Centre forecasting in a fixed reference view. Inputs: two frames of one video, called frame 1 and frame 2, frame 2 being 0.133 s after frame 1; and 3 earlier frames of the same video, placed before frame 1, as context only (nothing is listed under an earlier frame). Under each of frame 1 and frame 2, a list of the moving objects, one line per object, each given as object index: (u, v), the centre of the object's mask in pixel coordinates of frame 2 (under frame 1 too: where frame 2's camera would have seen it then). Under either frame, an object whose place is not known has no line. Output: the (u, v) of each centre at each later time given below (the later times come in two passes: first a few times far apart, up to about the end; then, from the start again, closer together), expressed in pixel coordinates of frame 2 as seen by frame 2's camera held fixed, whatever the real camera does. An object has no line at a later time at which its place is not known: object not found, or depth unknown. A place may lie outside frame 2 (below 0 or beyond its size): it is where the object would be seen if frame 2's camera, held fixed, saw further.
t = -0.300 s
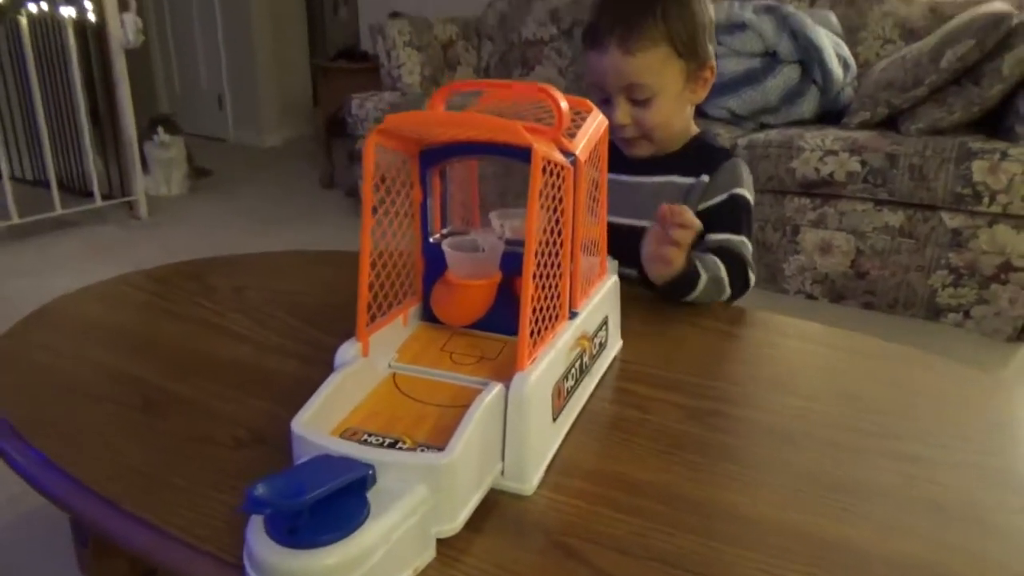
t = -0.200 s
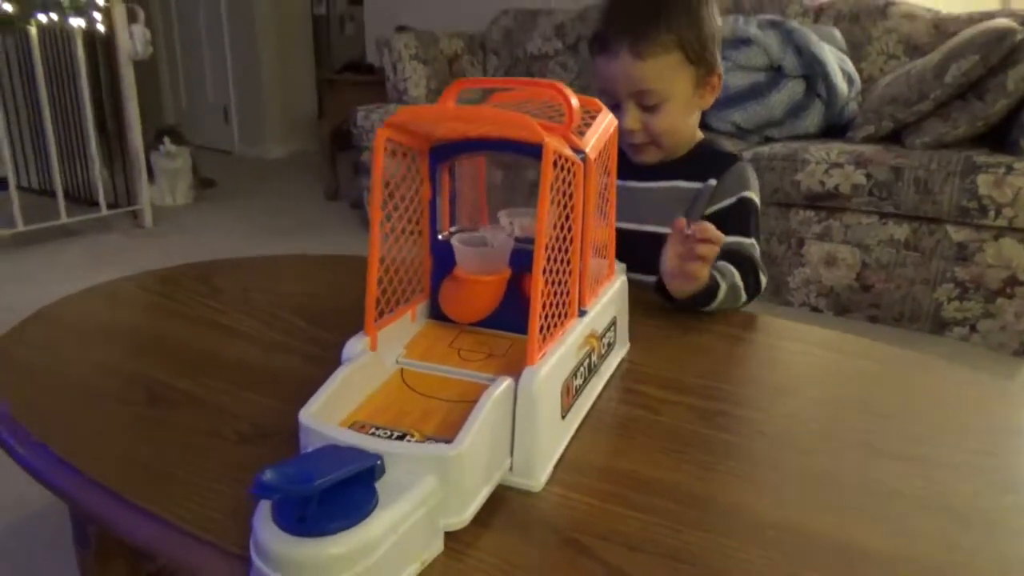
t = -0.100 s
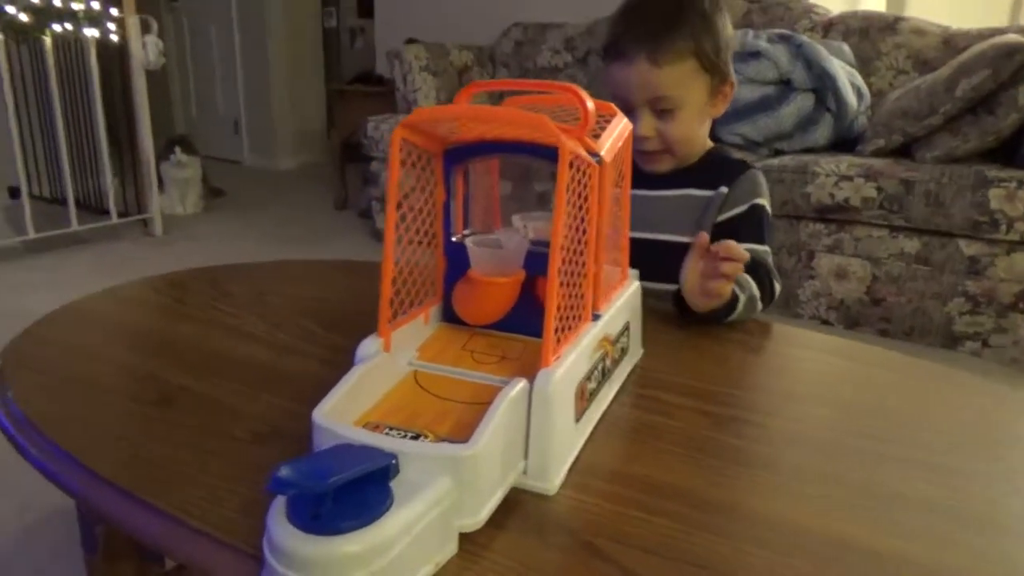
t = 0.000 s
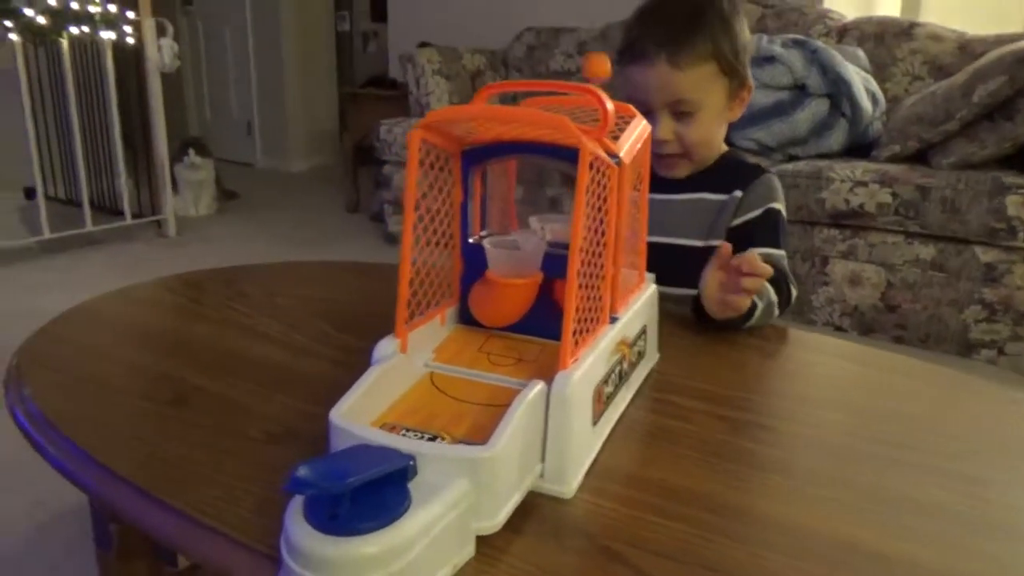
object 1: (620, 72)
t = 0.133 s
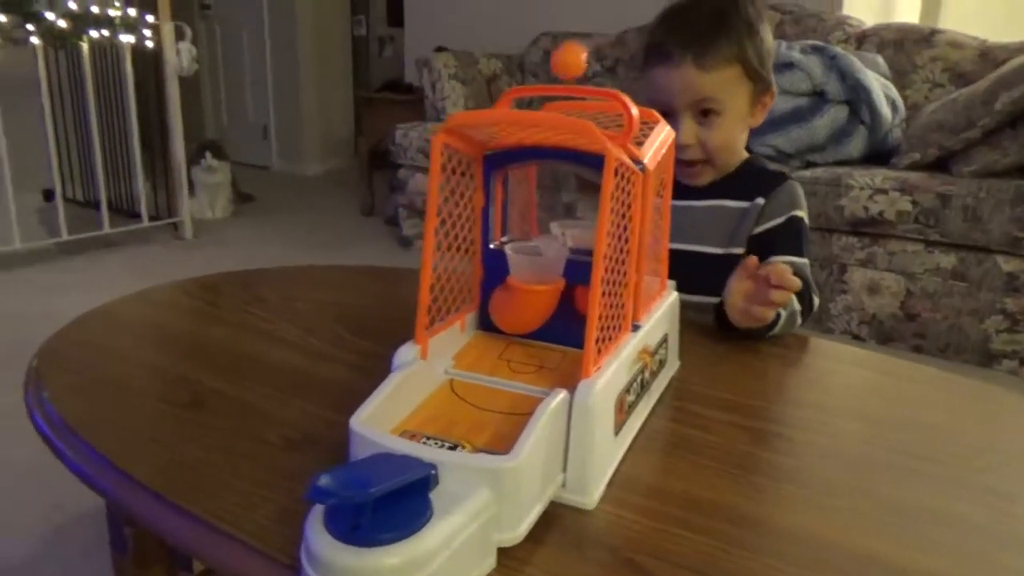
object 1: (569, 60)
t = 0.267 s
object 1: (544, 104)
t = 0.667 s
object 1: (383, 261)
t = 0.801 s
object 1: (327, 223)
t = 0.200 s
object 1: (547, 103)
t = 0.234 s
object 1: (546, 103)
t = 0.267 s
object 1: (544, 104)
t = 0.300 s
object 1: (539, 104)
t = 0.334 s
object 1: (533, 104)
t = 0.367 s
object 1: (527, 103)
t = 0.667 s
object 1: (383, 261)
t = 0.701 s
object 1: (368, 234)
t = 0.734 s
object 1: (354, 220)
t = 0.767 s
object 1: (341, 215)
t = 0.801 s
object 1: (327, 223)
